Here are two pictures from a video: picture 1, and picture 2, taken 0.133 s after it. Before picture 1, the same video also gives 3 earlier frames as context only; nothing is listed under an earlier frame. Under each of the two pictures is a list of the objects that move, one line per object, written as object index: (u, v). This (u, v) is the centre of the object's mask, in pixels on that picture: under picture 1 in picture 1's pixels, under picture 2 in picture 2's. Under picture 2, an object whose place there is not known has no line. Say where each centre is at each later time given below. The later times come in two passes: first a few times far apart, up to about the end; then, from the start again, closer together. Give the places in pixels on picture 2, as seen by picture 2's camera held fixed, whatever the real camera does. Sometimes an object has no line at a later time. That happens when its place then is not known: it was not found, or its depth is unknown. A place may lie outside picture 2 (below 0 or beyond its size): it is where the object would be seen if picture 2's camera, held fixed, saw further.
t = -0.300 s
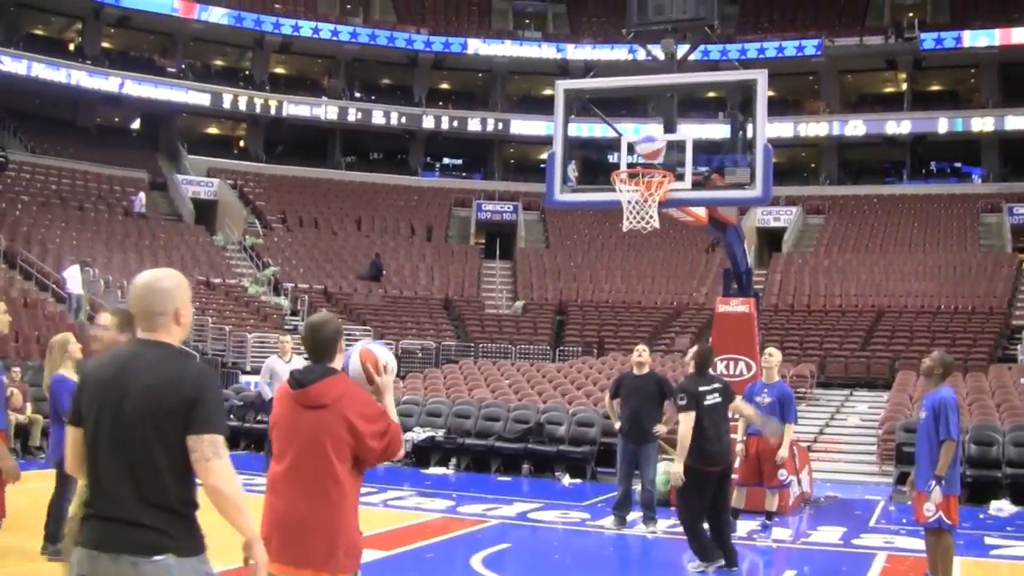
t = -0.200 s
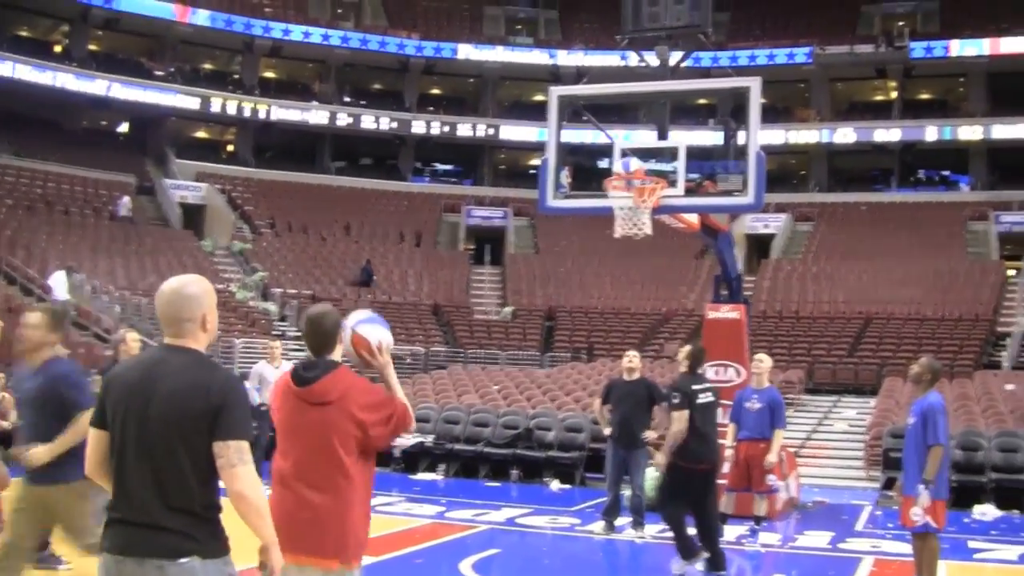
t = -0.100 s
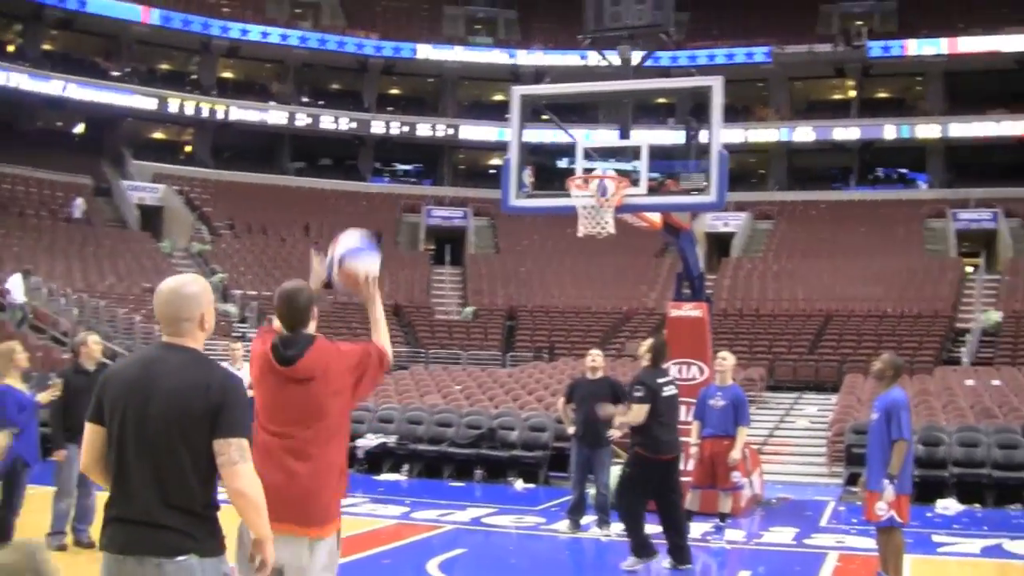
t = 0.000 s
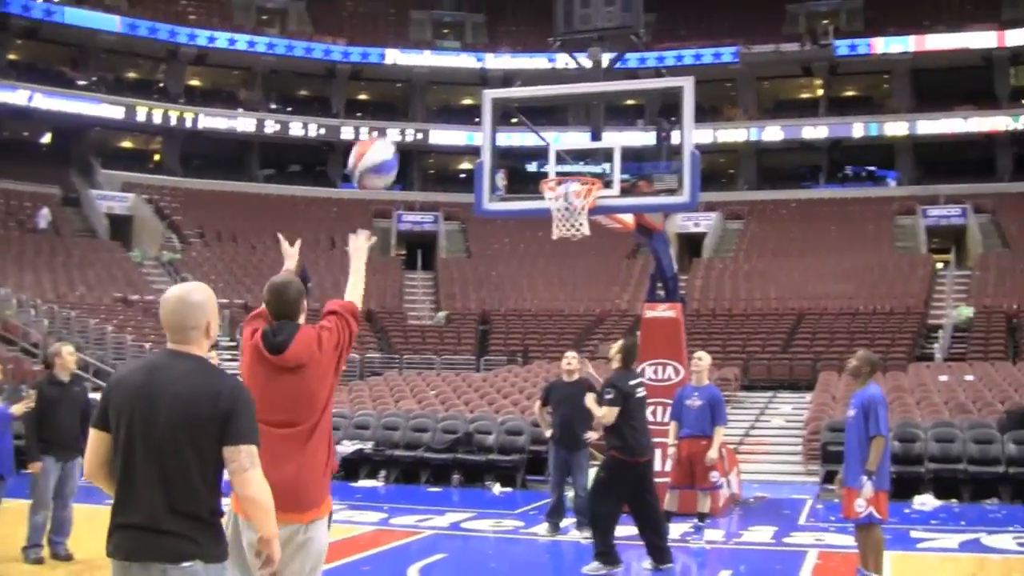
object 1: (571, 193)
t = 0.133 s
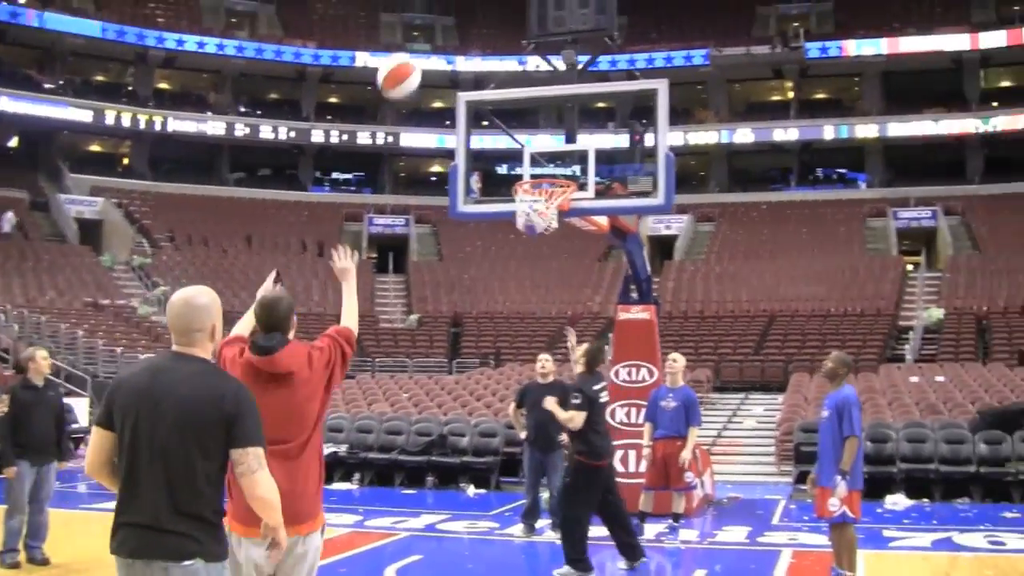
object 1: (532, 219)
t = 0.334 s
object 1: (531, 251)
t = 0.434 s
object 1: (530, 284)
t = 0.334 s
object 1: (531, 251)
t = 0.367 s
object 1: (531, 260)
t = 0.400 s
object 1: (530, 271)
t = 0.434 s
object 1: (530, 284)
